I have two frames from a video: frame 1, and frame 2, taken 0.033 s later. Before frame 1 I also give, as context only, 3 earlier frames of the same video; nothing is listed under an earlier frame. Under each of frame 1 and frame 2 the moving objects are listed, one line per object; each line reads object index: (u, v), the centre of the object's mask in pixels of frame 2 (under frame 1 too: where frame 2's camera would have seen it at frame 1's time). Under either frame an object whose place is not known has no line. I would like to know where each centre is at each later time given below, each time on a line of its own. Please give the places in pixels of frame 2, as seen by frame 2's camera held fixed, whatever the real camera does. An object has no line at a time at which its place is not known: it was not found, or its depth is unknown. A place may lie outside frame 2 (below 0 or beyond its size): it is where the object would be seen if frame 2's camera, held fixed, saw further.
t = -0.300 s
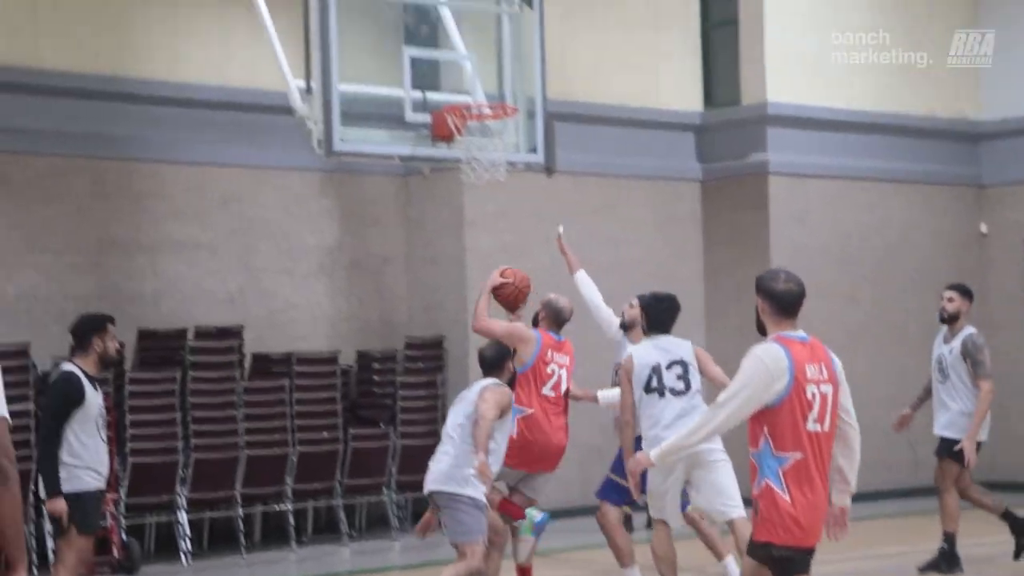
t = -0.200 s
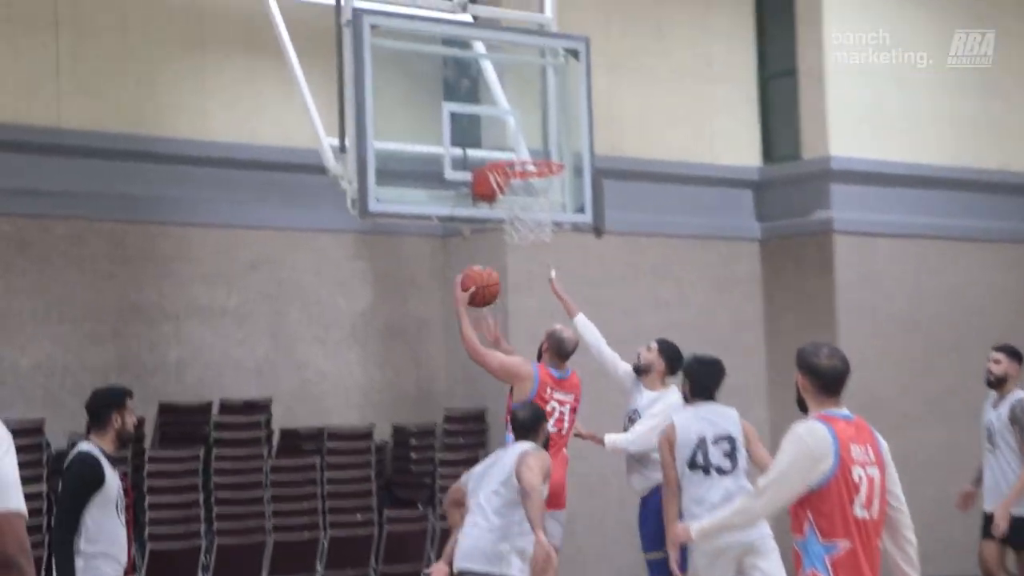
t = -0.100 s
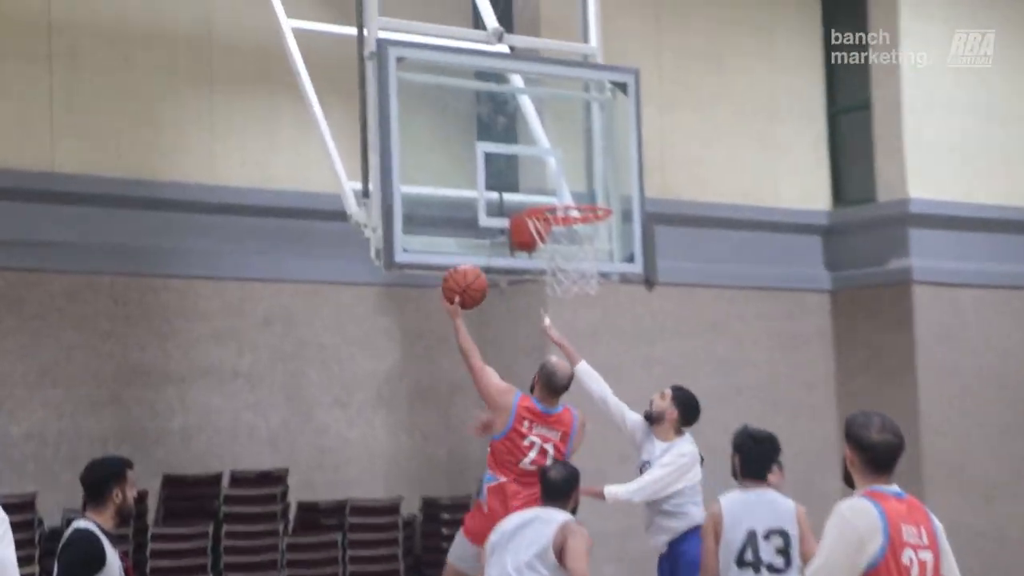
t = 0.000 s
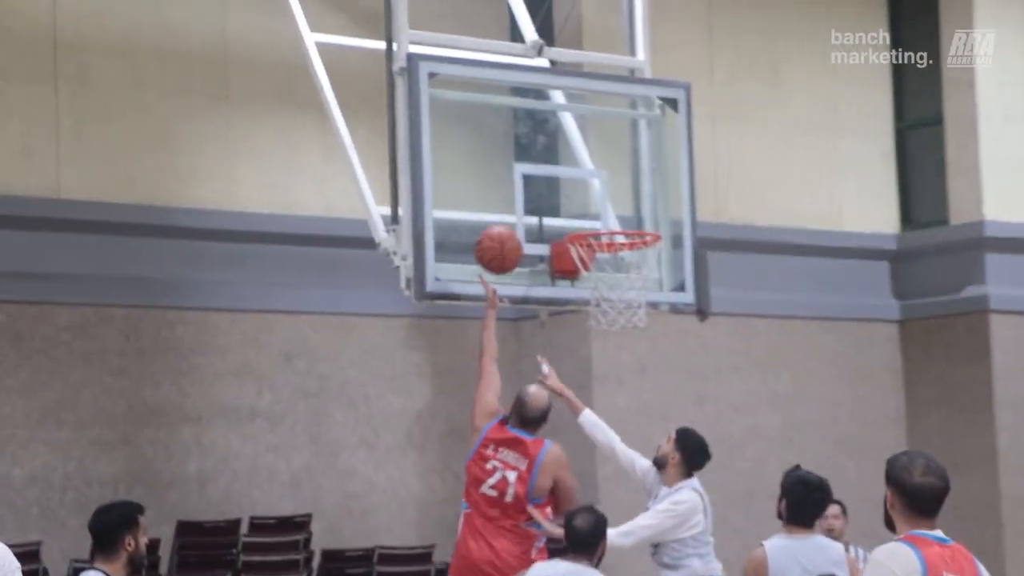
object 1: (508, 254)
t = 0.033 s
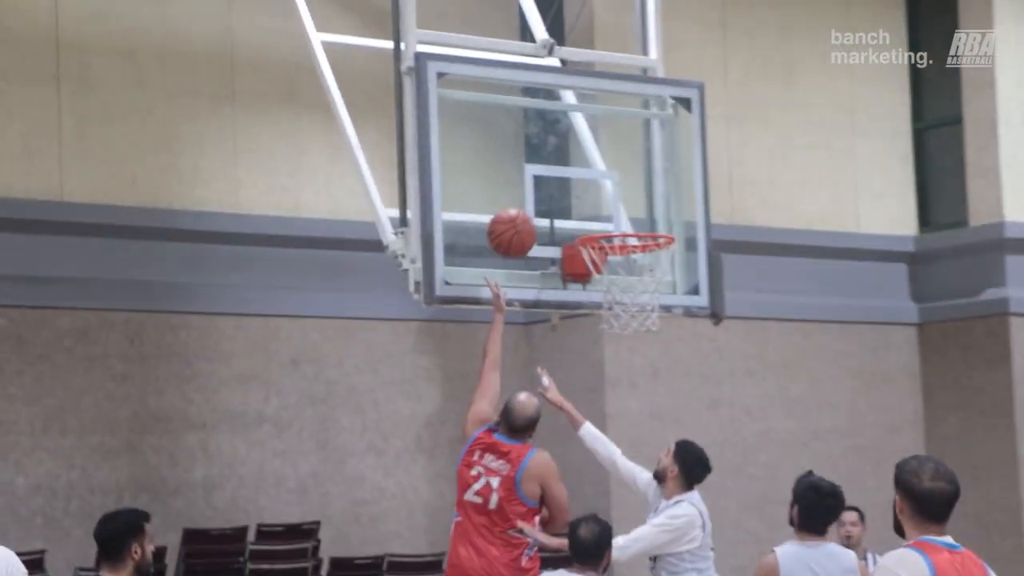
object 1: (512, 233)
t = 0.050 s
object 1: (513, 222)
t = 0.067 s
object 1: (516, 214)
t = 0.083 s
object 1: (518, 209)
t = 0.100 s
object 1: (520, 201)
